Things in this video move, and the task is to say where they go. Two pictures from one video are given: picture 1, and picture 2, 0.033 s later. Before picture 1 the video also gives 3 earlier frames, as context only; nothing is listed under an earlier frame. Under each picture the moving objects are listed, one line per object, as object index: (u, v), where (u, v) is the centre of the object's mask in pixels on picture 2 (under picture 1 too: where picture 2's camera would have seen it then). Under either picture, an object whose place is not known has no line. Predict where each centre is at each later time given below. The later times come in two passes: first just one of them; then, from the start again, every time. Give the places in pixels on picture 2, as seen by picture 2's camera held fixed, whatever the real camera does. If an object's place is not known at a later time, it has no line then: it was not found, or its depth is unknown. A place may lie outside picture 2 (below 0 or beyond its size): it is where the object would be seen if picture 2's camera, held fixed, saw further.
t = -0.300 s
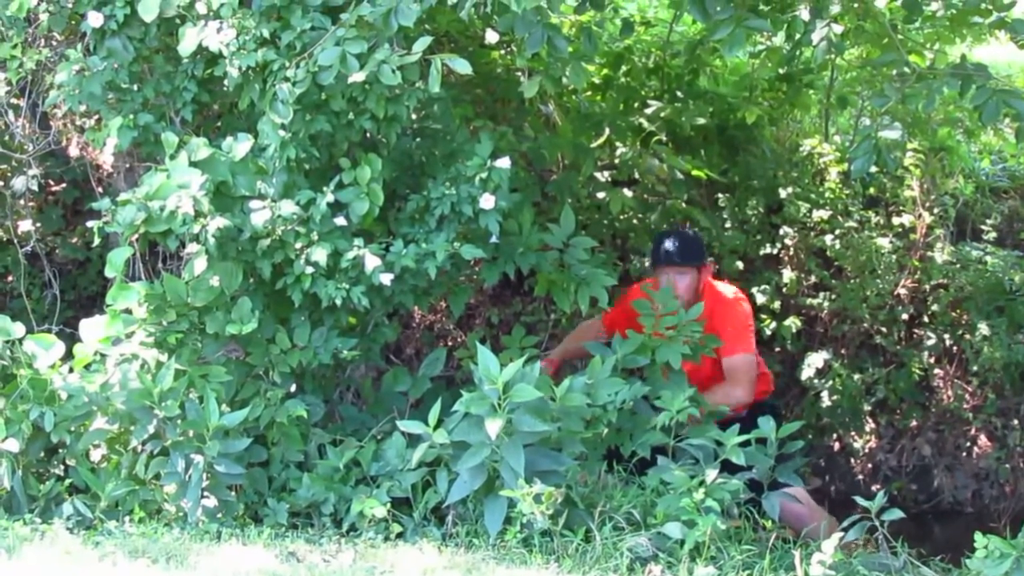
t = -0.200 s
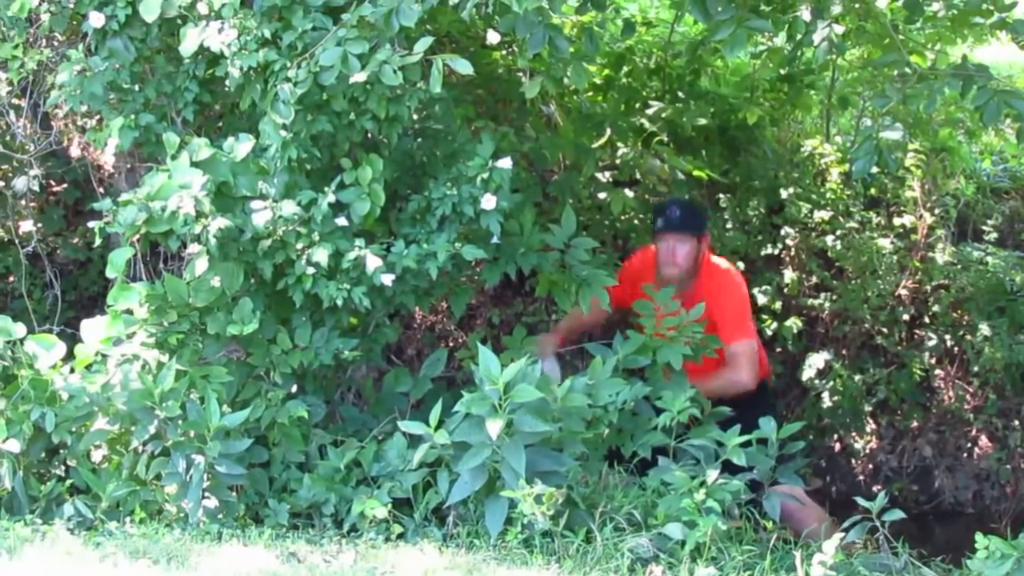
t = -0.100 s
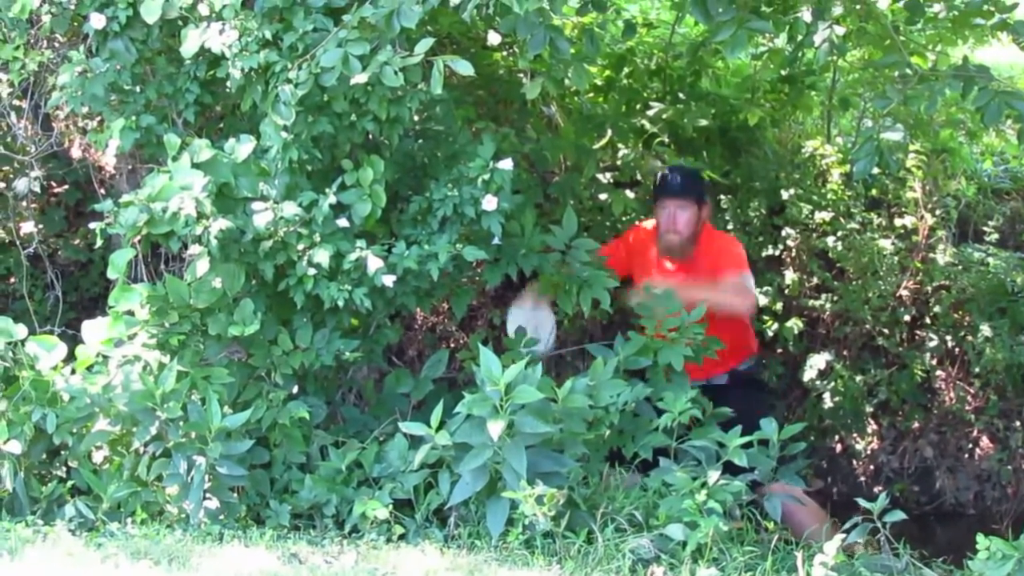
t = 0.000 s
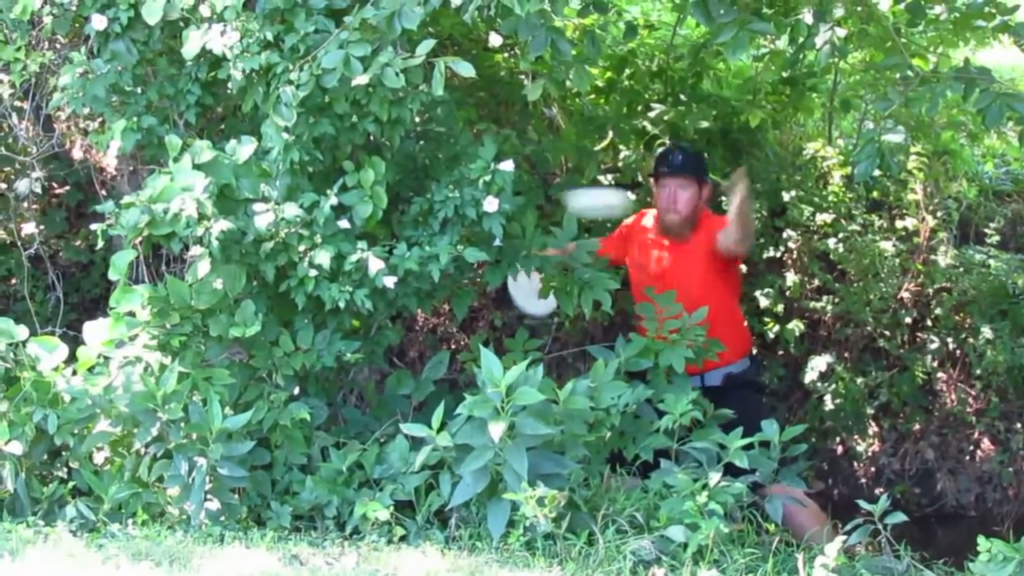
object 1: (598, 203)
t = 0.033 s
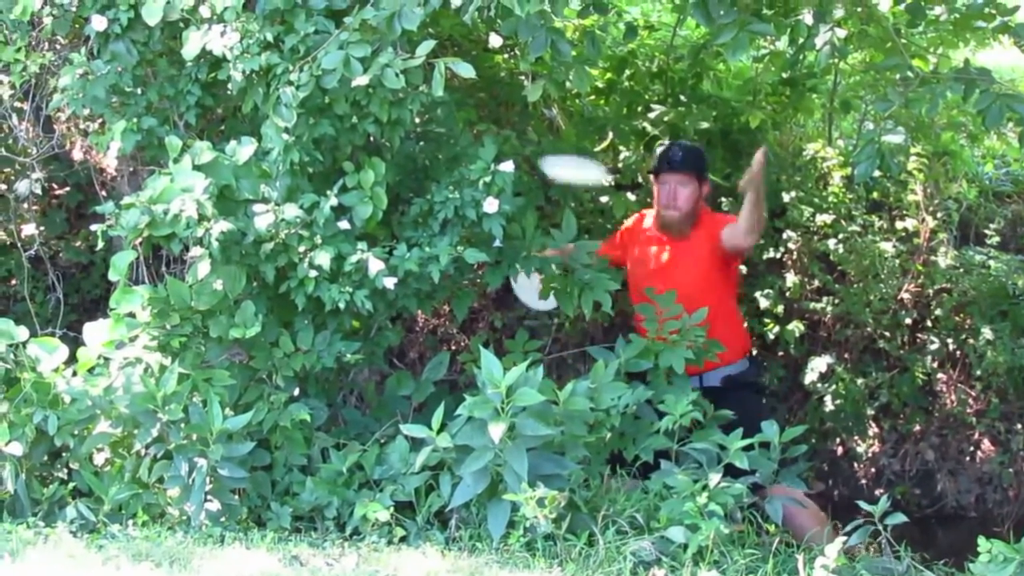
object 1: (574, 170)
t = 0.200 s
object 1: (461, 67)
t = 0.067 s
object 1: (555, 146)
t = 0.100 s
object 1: (531, 120)
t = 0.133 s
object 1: (511, 101)
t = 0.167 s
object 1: (482, 80)
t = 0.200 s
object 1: (461, 67)
